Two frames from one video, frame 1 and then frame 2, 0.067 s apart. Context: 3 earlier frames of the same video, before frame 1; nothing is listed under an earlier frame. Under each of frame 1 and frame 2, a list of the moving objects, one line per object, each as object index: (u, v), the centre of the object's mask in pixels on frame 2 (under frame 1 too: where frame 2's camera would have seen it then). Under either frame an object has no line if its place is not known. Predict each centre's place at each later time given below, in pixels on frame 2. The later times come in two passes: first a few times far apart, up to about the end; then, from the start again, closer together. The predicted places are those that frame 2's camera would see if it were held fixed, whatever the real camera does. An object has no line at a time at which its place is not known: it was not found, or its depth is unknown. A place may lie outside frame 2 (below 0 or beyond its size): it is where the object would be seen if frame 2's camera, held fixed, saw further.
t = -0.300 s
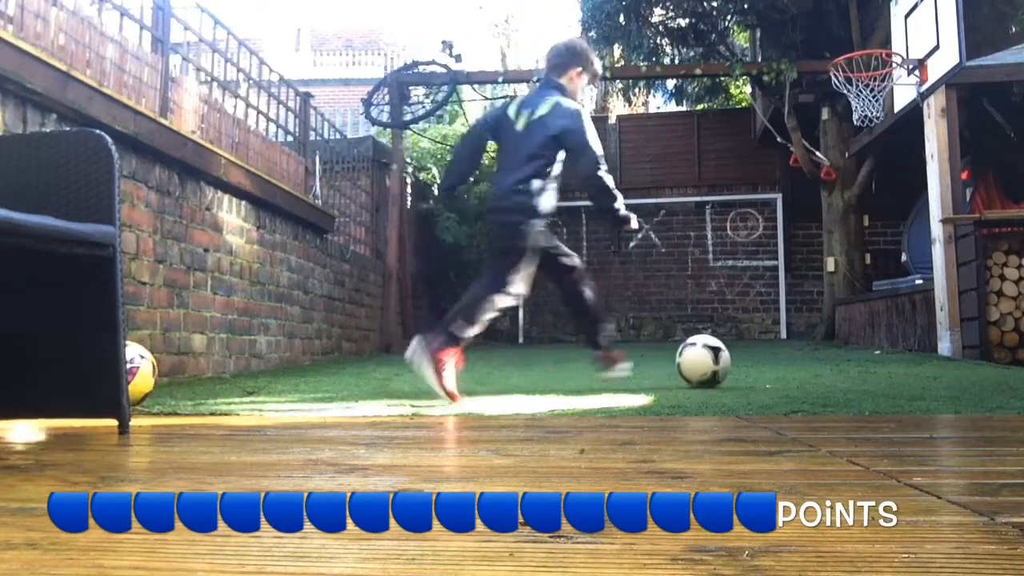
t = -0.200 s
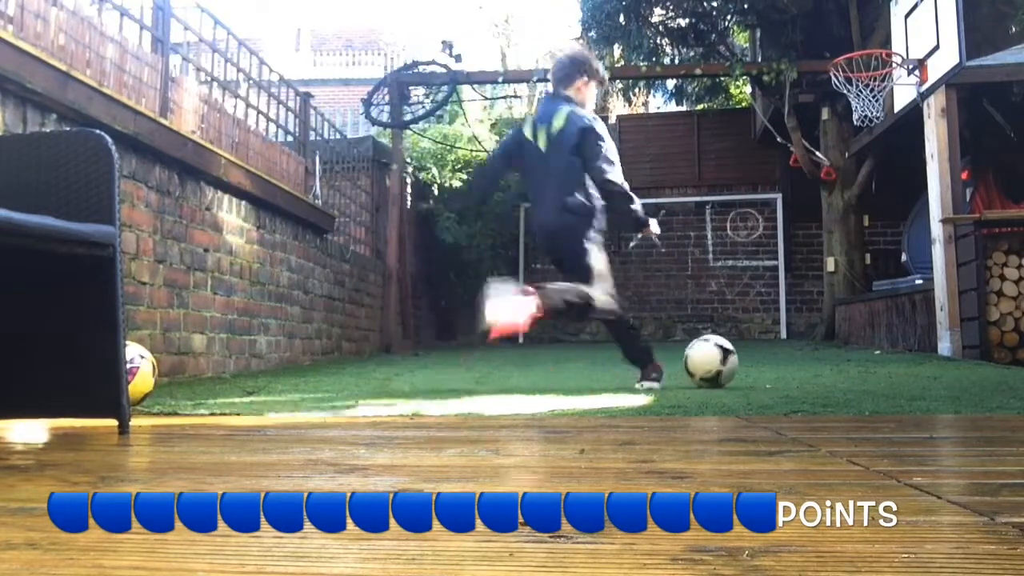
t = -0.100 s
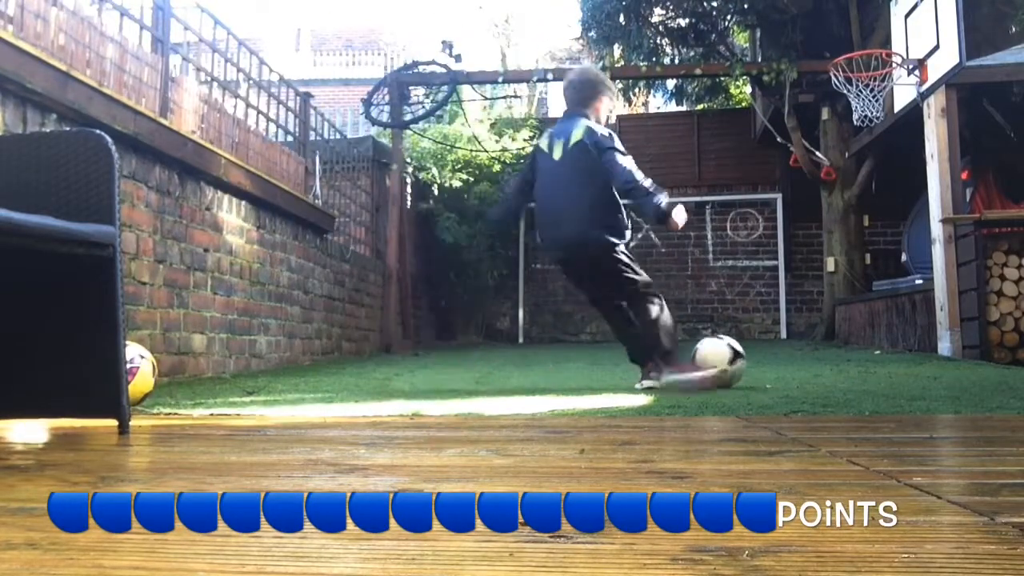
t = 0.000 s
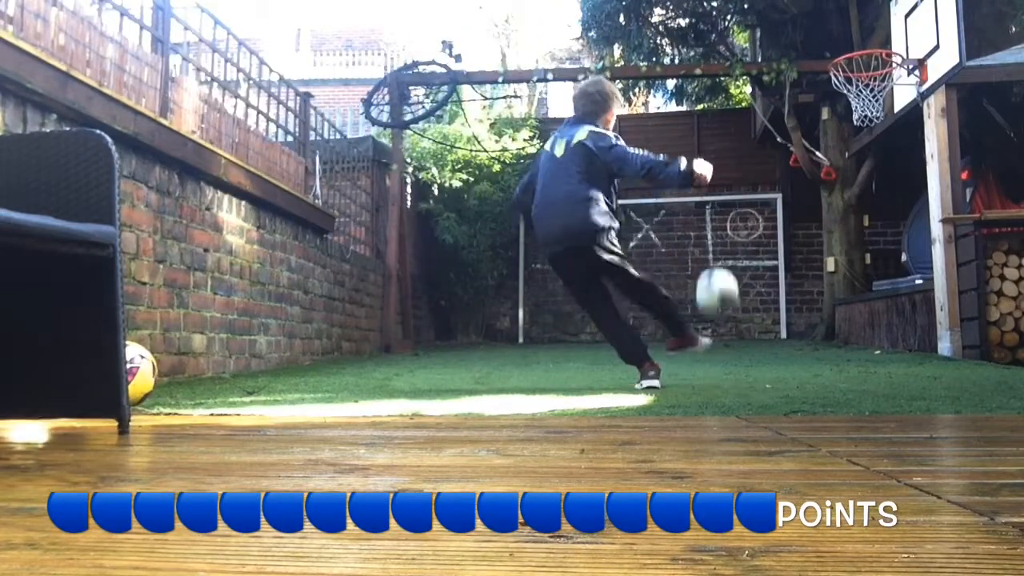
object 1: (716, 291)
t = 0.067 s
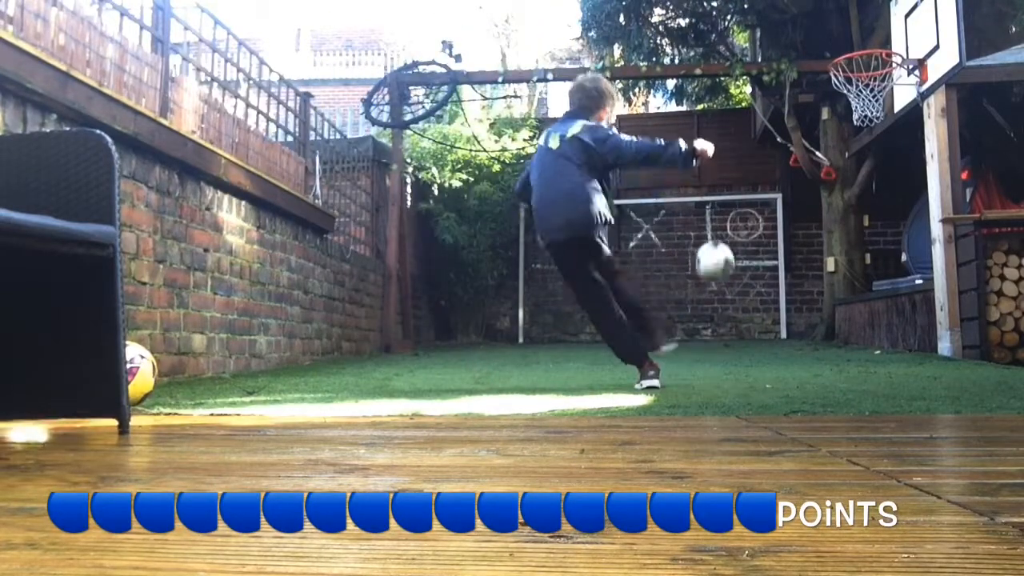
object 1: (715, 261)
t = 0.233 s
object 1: (710, 236)
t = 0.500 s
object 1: (703, 269)
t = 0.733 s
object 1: (716, 301)
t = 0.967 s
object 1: (737, 321)
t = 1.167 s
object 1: (750, 318)
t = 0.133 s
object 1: (712, 244)
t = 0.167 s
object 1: (711, 239)
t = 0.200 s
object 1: (711, 236)
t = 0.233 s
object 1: (710, 236)
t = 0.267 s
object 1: (709, 236)
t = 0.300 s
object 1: (708, 238)
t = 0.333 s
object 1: (707, 241)
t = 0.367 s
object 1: (706, 244)
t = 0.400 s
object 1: (706, 250)
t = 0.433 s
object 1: (705, 255)
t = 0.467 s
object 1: (703, 262)
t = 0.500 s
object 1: (703, 269)
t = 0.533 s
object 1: (703, 276)
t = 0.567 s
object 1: (702, 284)
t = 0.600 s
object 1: (704, 287)
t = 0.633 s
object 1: (707, 289)
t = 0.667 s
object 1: (709, 292)
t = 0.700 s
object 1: (713, 296)
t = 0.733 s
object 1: (716, 301)
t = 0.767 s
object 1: (719, 305)
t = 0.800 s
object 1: (723, 313)
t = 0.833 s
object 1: (727, 321)
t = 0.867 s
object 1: (731, 331)
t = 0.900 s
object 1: (734, 331)
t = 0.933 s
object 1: (735, 326)
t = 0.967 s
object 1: (737, 321)
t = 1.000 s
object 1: (739, 318)
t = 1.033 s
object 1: (742, 316)
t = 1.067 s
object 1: (744, 315)
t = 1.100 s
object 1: (746, 315)
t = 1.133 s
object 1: (749, 315)
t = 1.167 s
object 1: (750, 318)
